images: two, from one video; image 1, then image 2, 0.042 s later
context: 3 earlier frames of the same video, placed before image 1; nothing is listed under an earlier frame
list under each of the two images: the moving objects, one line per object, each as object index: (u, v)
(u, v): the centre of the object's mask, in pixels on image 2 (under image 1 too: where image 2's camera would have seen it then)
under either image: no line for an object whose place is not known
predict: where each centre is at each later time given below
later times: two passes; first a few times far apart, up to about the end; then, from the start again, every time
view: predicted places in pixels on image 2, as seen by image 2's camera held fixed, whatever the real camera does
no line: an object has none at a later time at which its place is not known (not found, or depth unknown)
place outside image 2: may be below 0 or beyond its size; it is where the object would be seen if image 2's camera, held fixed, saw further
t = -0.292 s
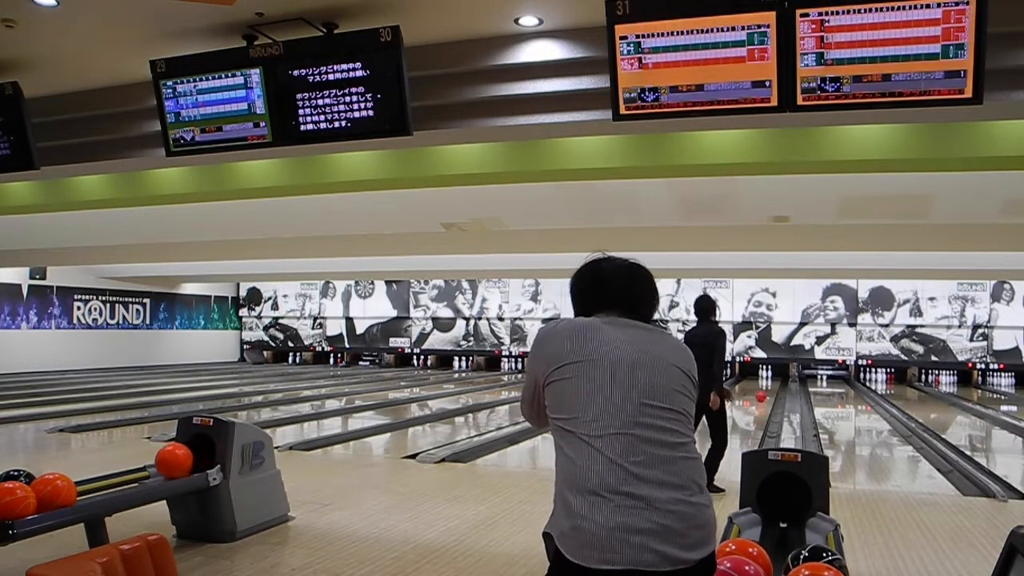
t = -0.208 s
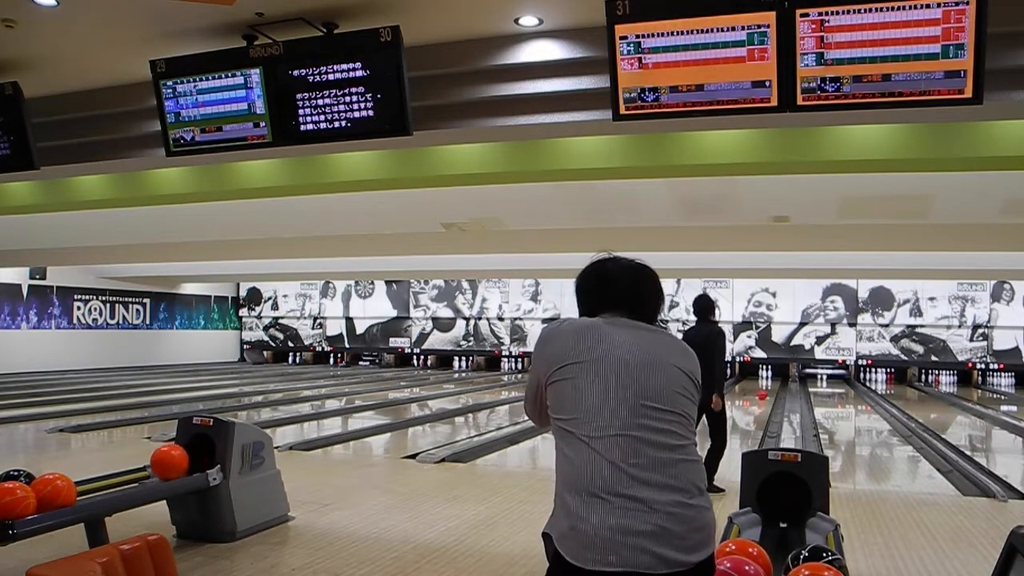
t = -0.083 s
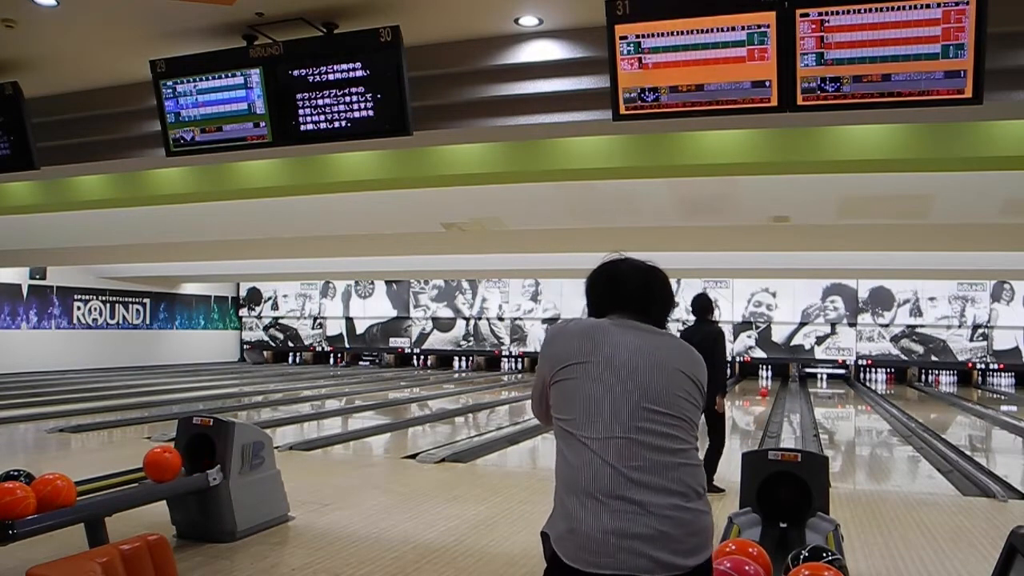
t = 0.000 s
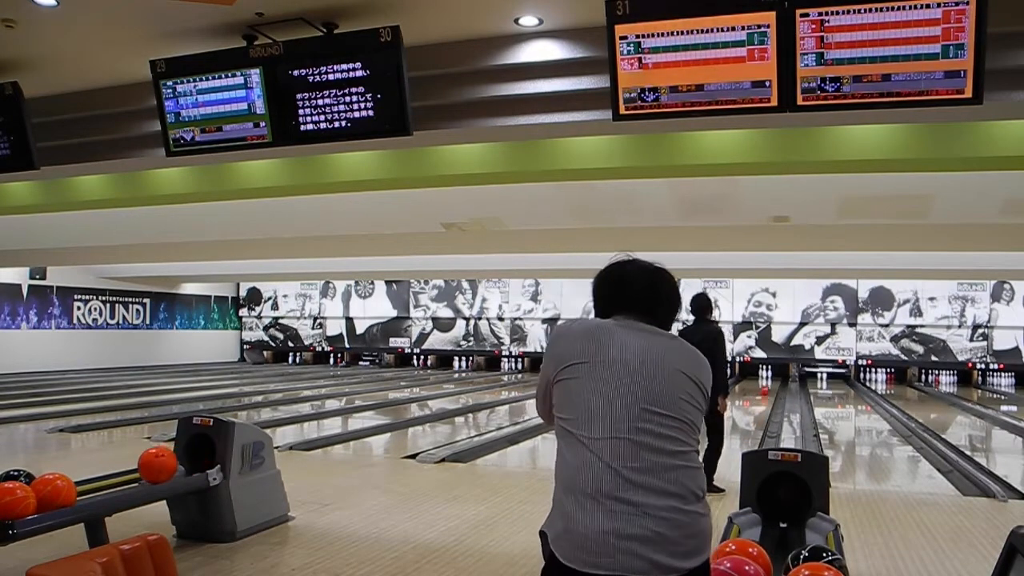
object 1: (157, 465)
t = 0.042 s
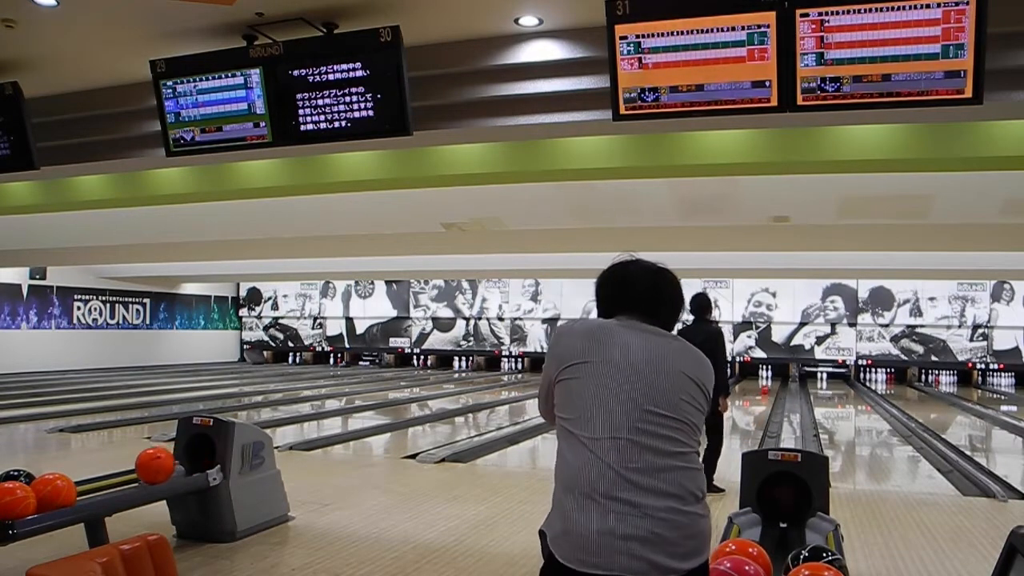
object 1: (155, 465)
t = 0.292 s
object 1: (138, 469)
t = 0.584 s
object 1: (117, 473)
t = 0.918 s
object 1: (90, 477)
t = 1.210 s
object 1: (67, 473)
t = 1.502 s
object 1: (67, 473)
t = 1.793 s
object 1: (69, 474)
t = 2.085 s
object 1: (69, 474)
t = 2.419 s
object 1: (70, 475)
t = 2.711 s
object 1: (70, 474)
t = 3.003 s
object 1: (71, 475)
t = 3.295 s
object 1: (71, 475)
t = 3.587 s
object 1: (71, 475)
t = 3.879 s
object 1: (70, 475)
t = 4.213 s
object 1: (70, 474)
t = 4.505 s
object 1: (70, 474)
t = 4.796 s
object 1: (69, 474)
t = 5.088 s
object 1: (69, 474)
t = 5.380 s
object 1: (68, 474)
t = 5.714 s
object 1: (67, 474)
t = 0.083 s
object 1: (152, 466)
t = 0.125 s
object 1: (150, 467)
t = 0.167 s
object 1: (147, 467)
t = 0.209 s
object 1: (144, 467)
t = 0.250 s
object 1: (141, 468)
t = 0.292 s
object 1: (138, 469)
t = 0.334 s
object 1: (135, 469)
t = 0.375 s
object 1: (132, 470)
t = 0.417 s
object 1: (130, 470)
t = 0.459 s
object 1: (126, 471)
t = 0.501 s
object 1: (123, 472)
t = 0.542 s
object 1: (120, 472)
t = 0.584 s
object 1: (117, 473)
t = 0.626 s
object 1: (113, 473)
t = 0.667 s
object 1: (110, 474)
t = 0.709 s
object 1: (106, 474)
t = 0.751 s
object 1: (103, 475)
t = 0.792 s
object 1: (99, 476)
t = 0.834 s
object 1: (96, 477)
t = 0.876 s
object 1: (93, 477)
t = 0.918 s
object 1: (90, 477)
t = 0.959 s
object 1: (87, 477)
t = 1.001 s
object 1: (85, 477)
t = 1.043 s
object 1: (82, 477)
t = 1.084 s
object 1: (79, 477)
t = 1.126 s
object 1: (76, 476)
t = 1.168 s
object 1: (72, 474)
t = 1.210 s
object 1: (67, 473)
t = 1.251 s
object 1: (66, 472)
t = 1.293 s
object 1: (66, 473)
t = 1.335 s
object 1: (66, 473)
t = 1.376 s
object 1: (66, 473)
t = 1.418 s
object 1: (66, 473)
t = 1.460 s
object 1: (67, 473)
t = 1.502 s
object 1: (67, 473)
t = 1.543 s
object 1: (67, 473)
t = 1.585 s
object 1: (67, 473)
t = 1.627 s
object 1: (67, 473)
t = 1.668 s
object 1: (68, 473)
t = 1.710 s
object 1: (68, 473)
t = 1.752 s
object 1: (68, 473)
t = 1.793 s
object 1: (69, 474)
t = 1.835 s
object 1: (69, 474)
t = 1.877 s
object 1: (69, 474)
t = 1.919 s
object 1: (69, 474)
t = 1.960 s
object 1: (69, 474)
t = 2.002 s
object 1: (69, 474)
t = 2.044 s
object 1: (69, 474)
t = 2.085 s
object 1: (69, 474)
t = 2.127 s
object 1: (70, 474)
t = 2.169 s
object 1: (70, 474)
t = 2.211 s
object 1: (70, 474)
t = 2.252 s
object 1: (70, 474)
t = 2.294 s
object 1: (70, 474)
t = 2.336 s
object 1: (70, 474)
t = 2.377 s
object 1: (70, 474)
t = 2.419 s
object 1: (70, 475)
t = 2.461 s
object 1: (70, 474)
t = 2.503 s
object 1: (70, 474)
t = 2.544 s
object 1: (70, 474)
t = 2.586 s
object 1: (70, 474)
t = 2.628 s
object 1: (70, 474)
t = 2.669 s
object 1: (70, 474)
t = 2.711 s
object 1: (70, 474)
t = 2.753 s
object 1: (70, 475)
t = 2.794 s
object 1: (71, 475)
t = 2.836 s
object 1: (71, 475)
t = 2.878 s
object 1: (71, 475)
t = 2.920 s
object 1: (71, 475)
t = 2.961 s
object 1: (71, 475)
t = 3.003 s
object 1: (71, 475)
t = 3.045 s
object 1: (71, 475)
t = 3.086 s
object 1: (71, 475)
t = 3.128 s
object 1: (71, 475)
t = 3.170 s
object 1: (71, 475)
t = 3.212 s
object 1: (71, 475)
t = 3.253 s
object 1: (71, 475)
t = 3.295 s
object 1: (71, 475)
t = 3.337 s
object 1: (71, 475)
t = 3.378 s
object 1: (71, 475)
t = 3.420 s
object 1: (71, 475)
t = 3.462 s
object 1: (71, 475)
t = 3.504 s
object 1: (71, 475)
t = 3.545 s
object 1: (71, 475)
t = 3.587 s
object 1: (71, 475)
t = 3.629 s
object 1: (71, 475)
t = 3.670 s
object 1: (71, 475)
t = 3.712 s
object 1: (71, 475)
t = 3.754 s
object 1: (71, 475)
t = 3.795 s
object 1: (71, 475)
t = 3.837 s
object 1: (71, 475)
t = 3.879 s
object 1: (70, 475)
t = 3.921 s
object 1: (70, 475)
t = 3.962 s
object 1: (70, 475)
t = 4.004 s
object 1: (70, 475)
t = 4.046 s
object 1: (70, 475)
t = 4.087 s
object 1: (70, 475)
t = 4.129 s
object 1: (70, 475)
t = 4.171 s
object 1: (70, 475)
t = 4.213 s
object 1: (70, 474)
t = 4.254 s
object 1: (70, 474)
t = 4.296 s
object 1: (70, 474)
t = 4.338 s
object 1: (70, 474)
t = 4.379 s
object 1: (70, 474)
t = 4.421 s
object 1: (70, 474)
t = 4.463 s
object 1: (70, 474)
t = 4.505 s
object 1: (70, 474)
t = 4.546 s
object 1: (70, 474)
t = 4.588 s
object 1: (70, 474)
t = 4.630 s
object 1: (69, 474)
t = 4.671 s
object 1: (69, 474)
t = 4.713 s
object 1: (69, 474)
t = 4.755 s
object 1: (69, 474)
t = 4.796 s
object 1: (69, 474)
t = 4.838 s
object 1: (69, 474)
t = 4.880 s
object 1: (69, 474)
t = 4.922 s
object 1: (69, 474)
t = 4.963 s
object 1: (69, 474)
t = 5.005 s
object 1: (69, 474)
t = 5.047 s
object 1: (69, 474)
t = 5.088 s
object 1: (69, 474)
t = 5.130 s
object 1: (68, 474)
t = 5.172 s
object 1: (69, 474)
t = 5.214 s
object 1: (68, 474)
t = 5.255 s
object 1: (68, 474)
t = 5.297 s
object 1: (68, 474)
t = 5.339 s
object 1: (68, 474)
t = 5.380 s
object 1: (68, 474)
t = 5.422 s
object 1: (68, 474)
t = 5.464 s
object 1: (68, 474)
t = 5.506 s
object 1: (68, 473)
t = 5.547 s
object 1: (67, 474)
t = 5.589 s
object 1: (67, 474)
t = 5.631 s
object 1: (67, 474)
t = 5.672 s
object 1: (67, 473)
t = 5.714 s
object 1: (67, 474)
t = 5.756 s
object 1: (67, 474)
